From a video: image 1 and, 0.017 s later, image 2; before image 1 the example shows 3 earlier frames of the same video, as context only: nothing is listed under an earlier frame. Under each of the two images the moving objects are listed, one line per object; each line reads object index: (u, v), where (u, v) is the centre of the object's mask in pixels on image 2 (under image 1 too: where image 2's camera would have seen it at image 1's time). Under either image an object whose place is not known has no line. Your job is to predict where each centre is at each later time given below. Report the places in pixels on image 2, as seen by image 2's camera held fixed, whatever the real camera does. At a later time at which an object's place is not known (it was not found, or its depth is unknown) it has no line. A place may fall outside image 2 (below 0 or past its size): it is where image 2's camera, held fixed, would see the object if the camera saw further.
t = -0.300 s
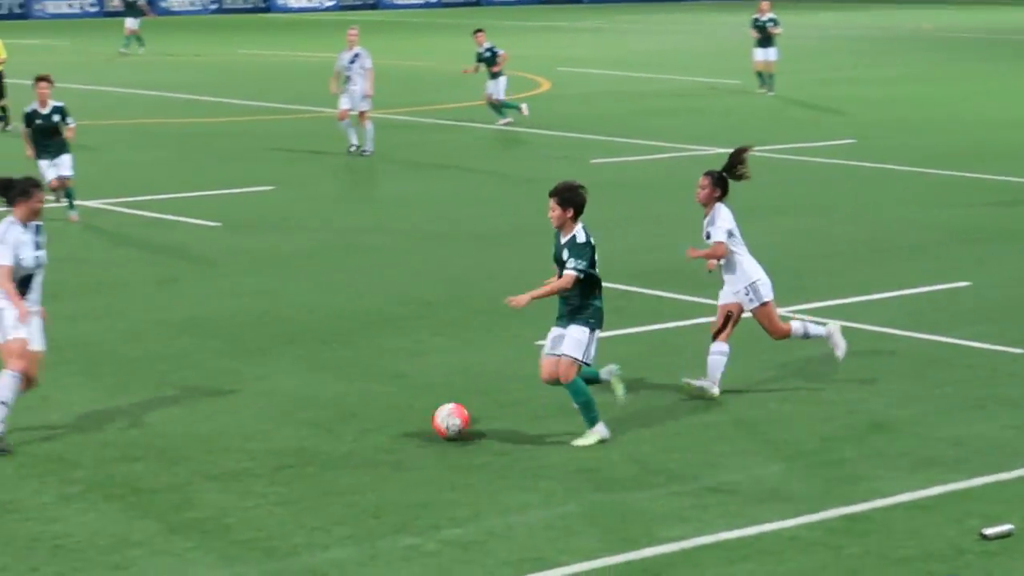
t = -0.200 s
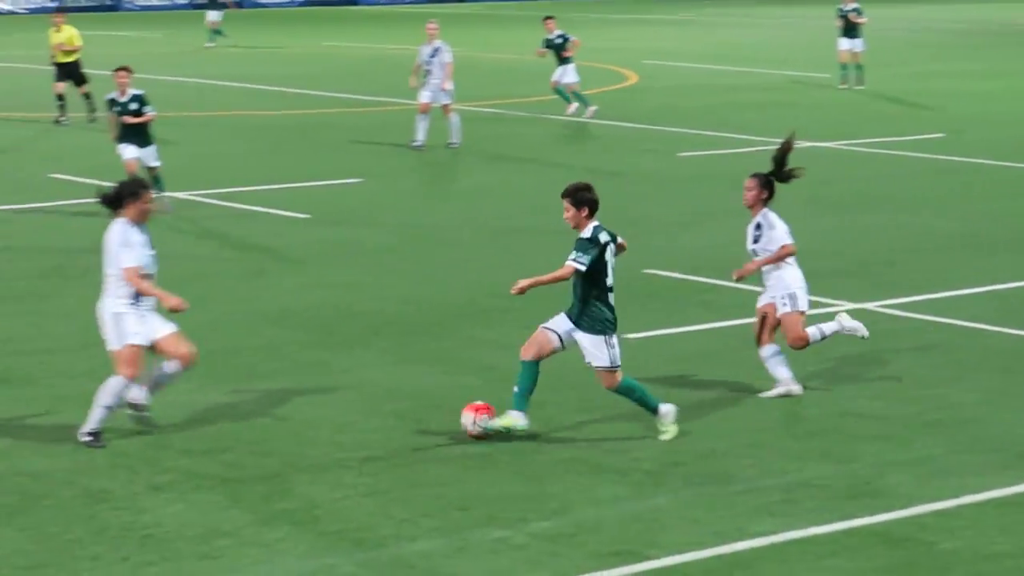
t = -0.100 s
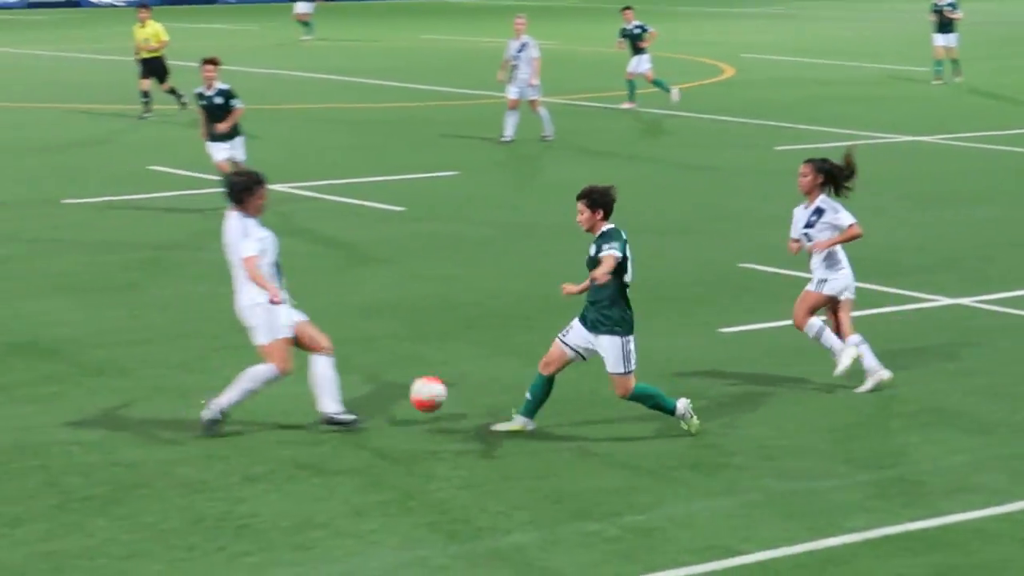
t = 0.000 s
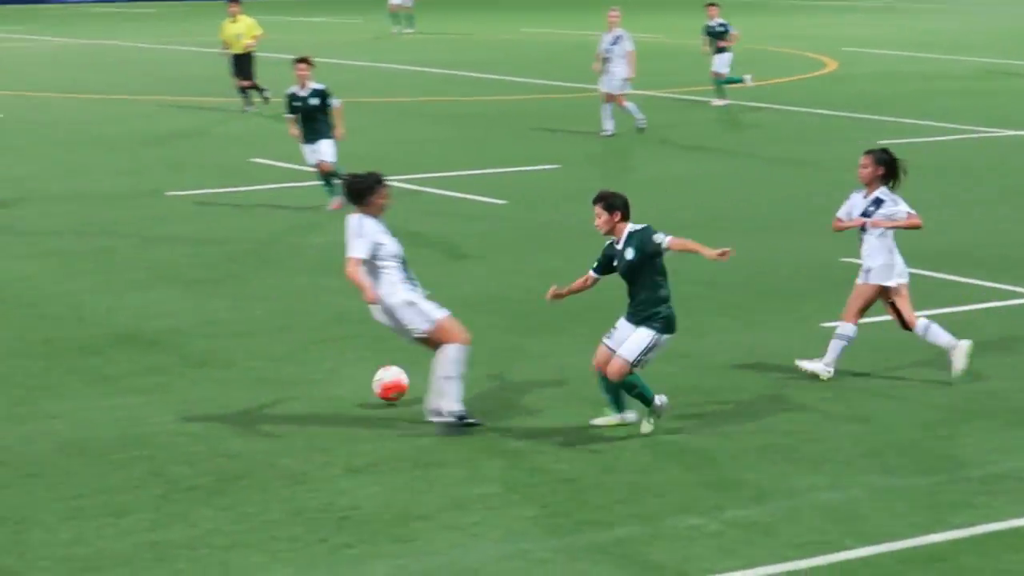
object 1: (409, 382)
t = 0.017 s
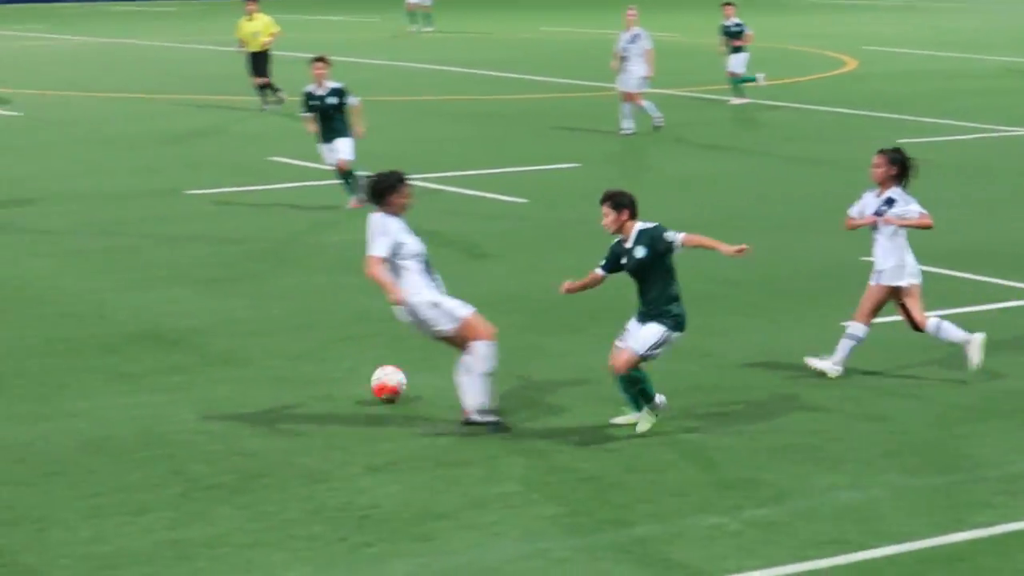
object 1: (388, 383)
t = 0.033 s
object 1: (366, 384)
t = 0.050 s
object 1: (347, 382)
